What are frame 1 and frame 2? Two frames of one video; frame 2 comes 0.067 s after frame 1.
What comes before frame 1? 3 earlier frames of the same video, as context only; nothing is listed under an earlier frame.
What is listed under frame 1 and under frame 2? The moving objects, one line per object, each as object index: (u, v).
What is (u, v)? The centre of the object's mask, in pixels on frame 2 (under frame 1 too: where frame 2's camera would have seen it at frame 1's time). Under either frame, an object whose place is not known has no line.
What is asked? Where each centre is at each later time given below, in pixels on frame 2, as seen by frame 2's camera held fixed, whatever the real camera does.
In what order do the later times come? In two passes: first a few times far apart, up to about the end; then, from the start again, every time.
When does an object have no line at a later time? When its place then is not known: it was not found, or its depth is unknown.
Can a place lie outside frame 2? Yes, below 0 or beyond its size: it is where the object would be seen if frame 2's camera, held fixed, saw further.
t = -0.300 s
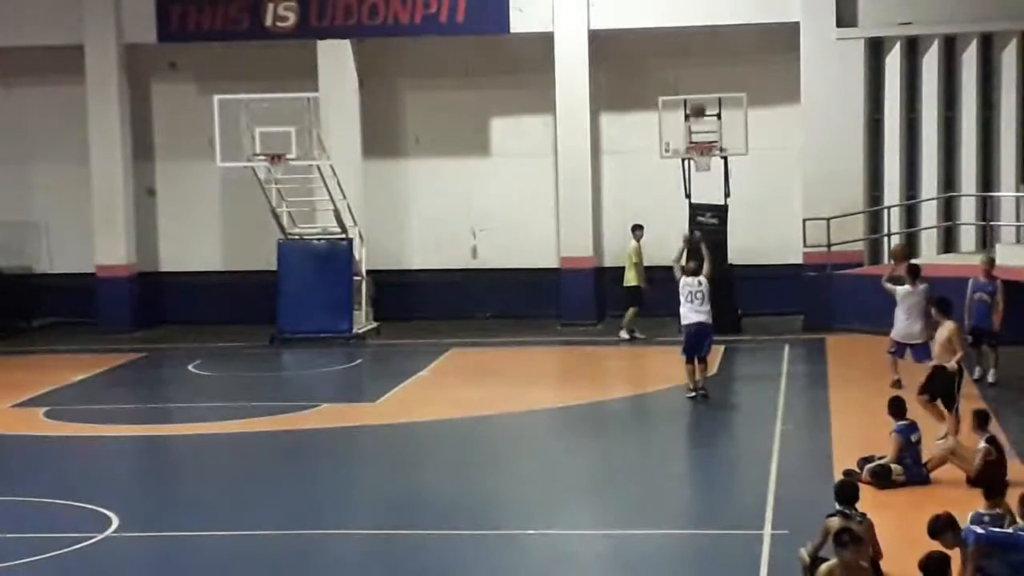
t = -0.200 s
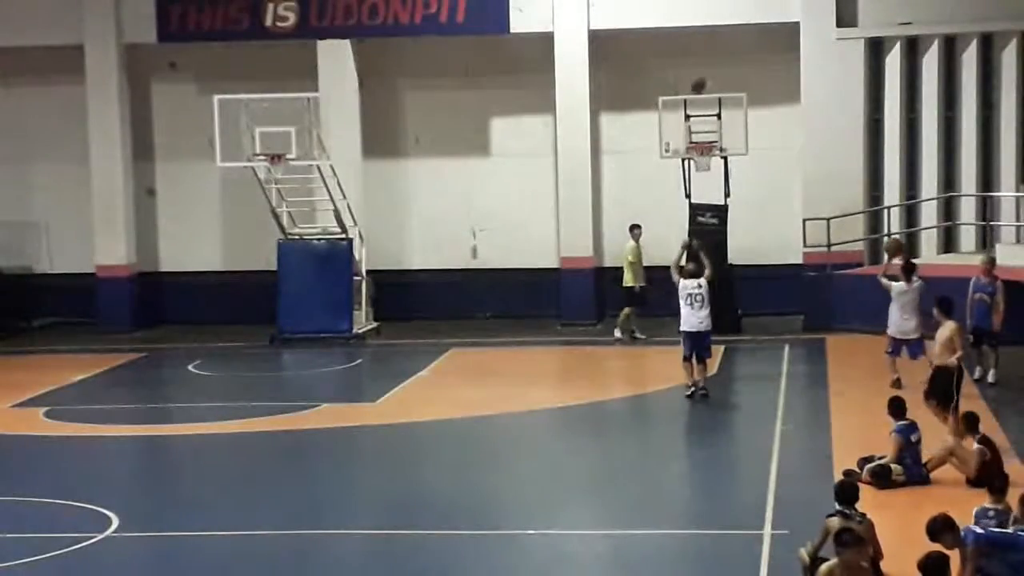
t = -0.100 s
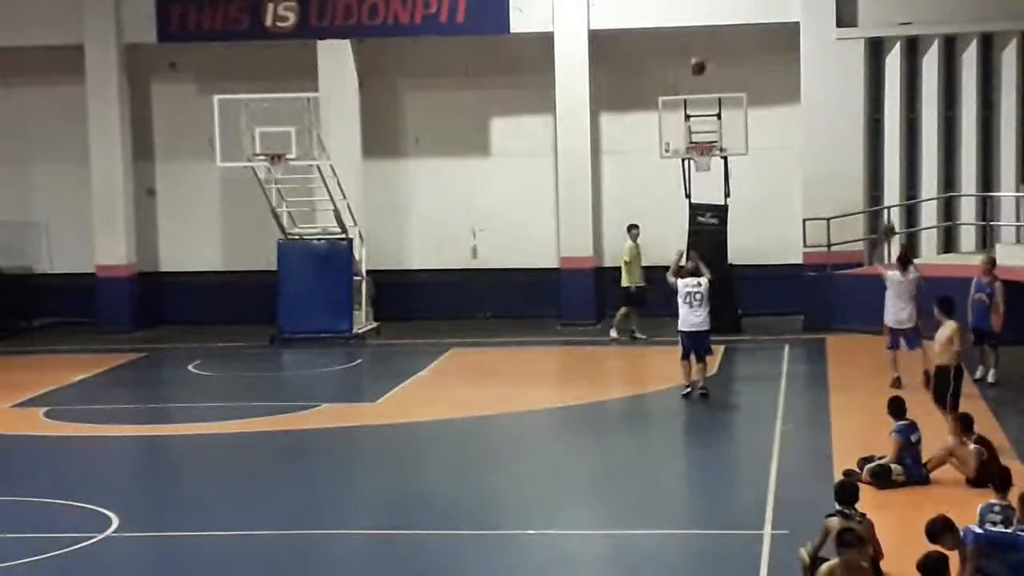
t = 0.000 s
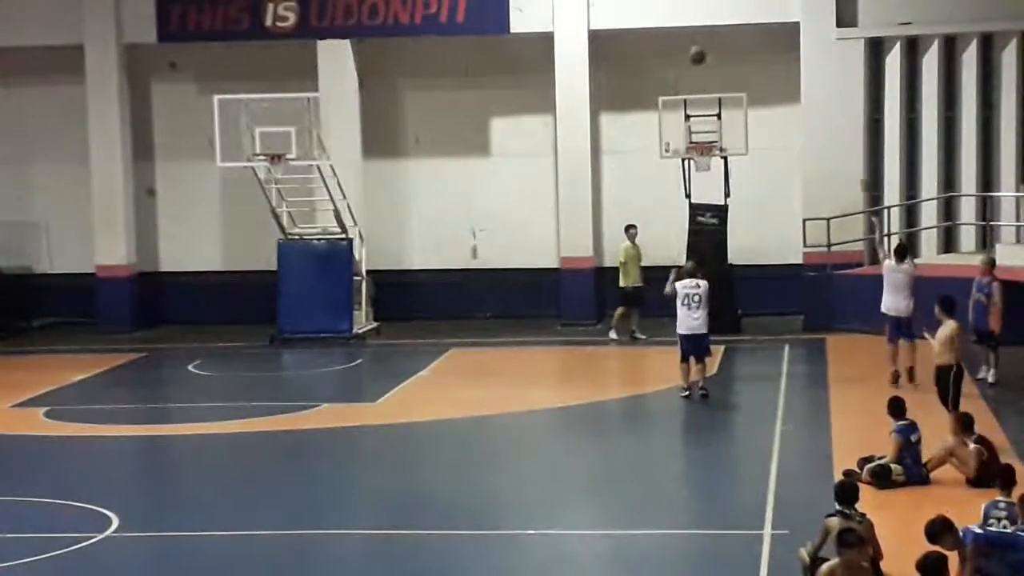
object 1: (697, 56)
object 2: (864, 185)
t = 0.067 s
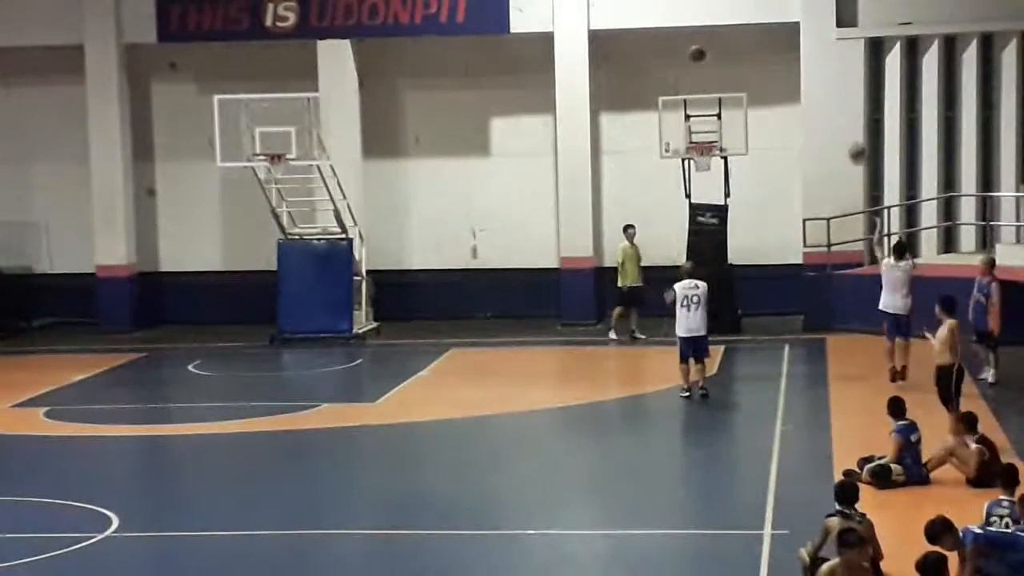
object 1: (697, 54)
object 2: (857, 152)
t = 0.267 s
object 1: (697, 61)
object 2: (823, 89)
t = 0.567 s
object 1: (697, 123)
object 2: (777, 53)
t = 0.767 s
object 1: (698, 130)
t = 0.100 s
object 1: (697, 53)
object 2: (851, 138)
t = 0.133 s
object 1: (697, 54)
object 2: (845, 128)
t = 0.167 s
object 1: (697, 54)
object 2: (839, 117)
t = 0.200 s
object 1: (697, 56)
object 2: (834, 106)
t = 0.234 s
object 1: (697, 58)
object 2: (828, 97)
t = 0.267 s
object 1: (697, 61)
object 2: (823, 89)
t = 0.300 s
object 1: (697, 66)
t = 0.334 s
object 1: (698, 71)
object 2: (812, 76)
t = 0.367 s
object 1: (698, 77)
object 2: (806, 70)
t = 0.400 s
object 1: (698, 82)
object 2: (801, 66)
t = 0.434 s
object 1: (699, 88)
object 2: (796, 62)
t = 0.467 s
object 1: (699, 96)
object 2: (791, 59)
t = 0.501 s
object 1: (697, 105)
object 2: (786, 56)
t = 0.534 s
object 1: (697, 113)
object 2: (782, 54)
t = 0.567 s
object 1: (697, 123)
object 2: (777, 53)
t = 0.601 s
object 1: (697, 132)
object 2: (772, 54)
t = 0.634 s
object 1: (697, 139)
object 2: (768, 54)
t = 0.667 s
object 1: (697, 137)
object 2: (763, 57)
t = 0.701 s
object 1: (699, 135)
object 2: (758, 58)
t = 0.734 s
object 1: (698, 132)
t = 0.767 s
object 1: (698, 130)
